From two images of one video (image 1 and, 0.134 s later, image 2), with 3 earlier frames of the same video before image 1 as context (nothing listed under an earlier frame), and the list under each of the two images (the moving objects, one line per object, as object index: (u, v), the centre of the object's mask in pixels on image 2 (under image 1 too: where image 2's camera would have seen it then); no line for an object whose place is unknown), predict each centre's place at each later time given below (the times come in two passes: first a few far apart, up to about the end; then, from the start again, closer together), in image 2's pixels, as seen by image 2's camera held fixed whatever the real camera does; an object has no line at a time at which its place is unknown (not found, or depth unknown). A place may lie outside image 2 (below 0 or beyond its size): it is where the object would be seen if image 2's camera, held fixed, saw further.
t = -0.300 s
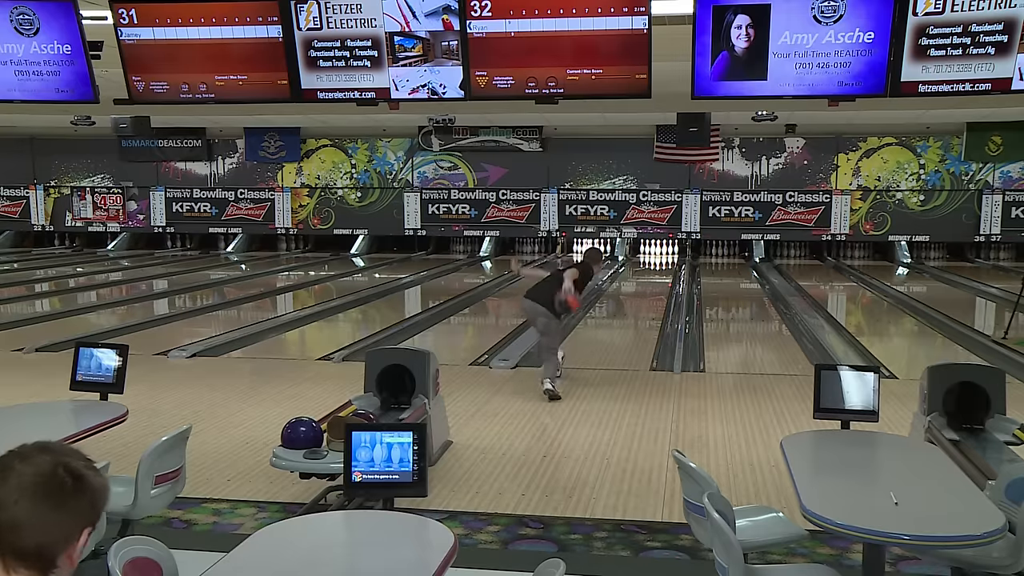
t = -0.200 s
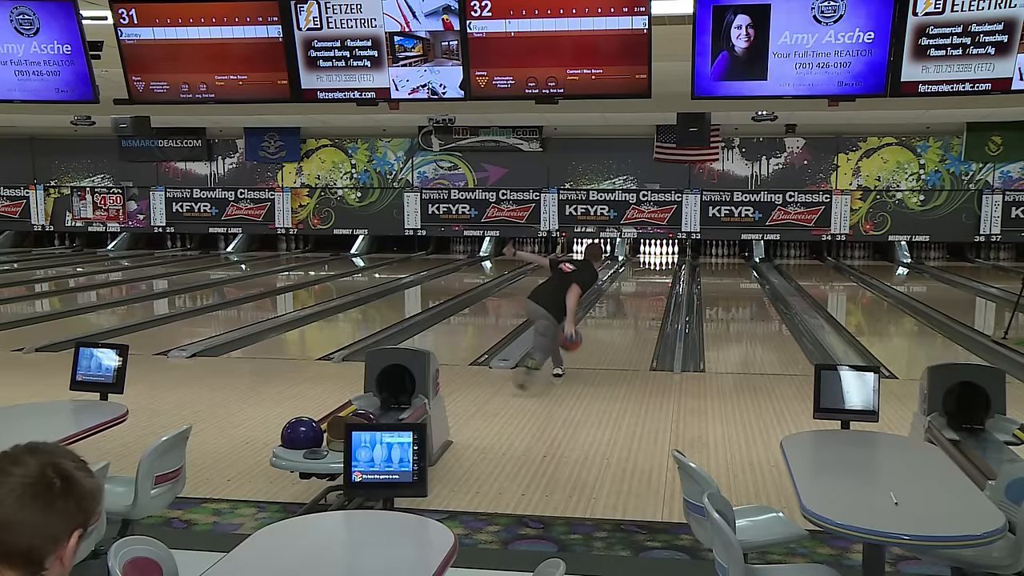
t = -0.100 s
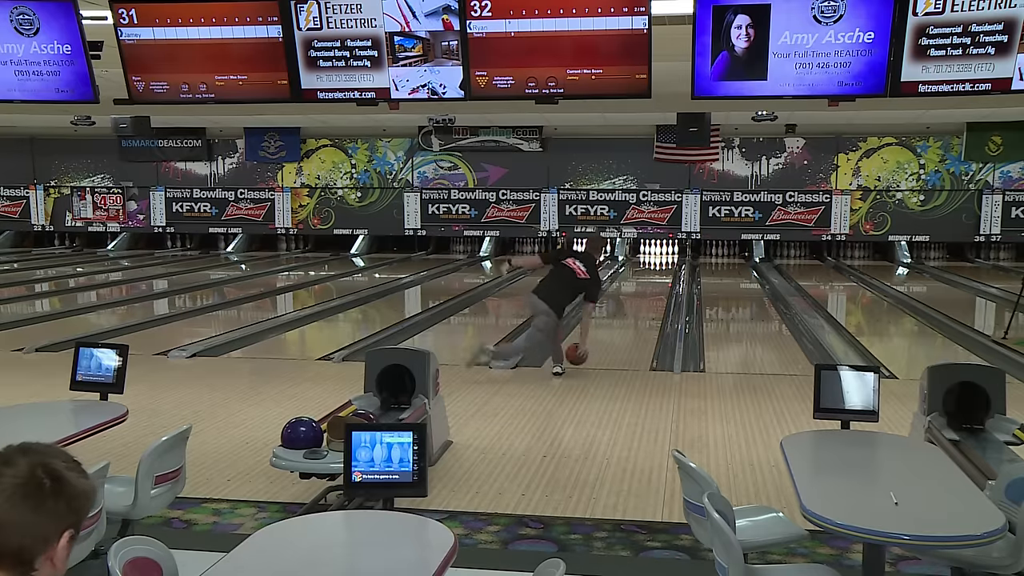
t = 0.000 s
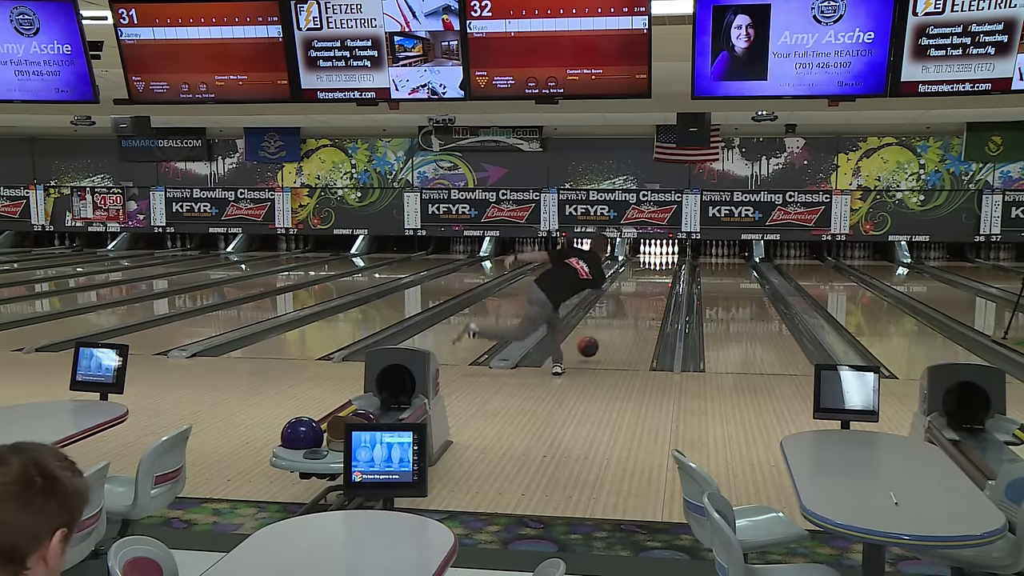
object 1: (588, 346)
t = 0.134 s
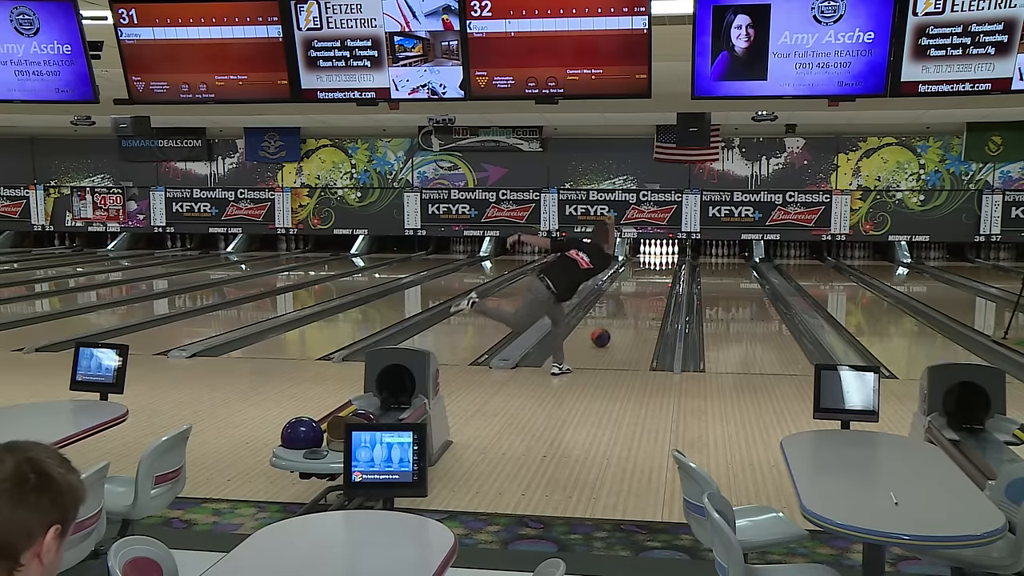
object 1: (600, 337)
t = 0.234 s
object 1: (609, 329)
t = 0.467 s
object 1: (623, 314)
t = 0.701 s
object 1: (636, 298)
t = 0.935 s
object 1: (645, 287)
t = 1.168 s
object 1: (652, 279)
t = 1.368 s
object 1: (656, 272)
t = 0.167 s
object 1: (603, 334)
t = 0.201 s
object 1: (606, 332)
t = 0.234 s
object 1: (609, 329)
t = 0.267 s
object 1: (611, 326)
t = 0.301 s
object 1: (613, 323)
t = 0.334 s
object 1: (616, 321)
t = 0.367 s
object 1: (618, 318)
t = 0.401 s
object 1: (621, 316)
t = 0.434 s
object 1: (622, 313)
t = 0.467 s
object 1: (623, 314)
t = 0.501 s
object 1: (629, 308)
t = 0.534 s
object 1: (629, 307)
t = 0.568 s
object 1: (630, 305)
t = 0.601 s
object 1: (631, 303)
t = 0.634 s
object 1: (633, 302)
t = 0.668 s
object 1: (635, 300)
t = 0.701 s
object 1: (636, 298)
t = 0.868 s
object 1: (642, 290)
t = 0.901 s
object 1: (644, 289)
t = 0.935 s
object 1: (645, 287)
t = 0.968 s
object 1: (646, 286)
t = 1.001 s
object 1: (647, 285)
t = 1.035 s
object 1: (648, 283)
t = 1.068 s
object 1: (649, 282)
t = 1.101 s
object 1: (650, 281)
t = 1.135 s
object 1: (651, 280)
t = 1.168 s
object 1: (652, 279)
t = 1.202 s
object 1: (653, 277)
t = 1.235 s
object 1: (653, 276)
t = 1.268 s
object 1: (654, 275)
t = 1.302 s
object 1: (655, 275)
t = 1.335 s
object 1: (656, 273)
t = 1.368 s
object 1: (656, 272)
